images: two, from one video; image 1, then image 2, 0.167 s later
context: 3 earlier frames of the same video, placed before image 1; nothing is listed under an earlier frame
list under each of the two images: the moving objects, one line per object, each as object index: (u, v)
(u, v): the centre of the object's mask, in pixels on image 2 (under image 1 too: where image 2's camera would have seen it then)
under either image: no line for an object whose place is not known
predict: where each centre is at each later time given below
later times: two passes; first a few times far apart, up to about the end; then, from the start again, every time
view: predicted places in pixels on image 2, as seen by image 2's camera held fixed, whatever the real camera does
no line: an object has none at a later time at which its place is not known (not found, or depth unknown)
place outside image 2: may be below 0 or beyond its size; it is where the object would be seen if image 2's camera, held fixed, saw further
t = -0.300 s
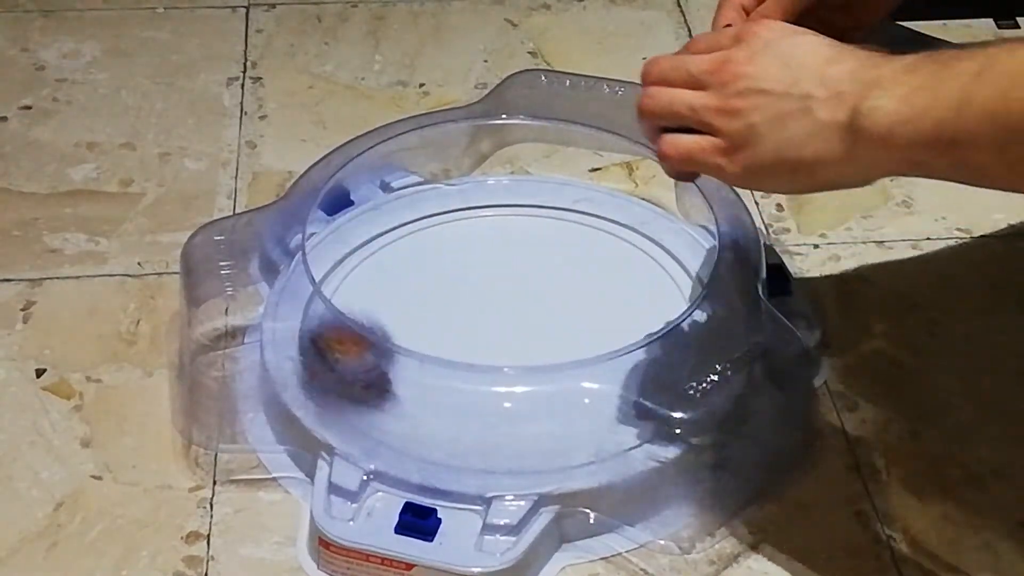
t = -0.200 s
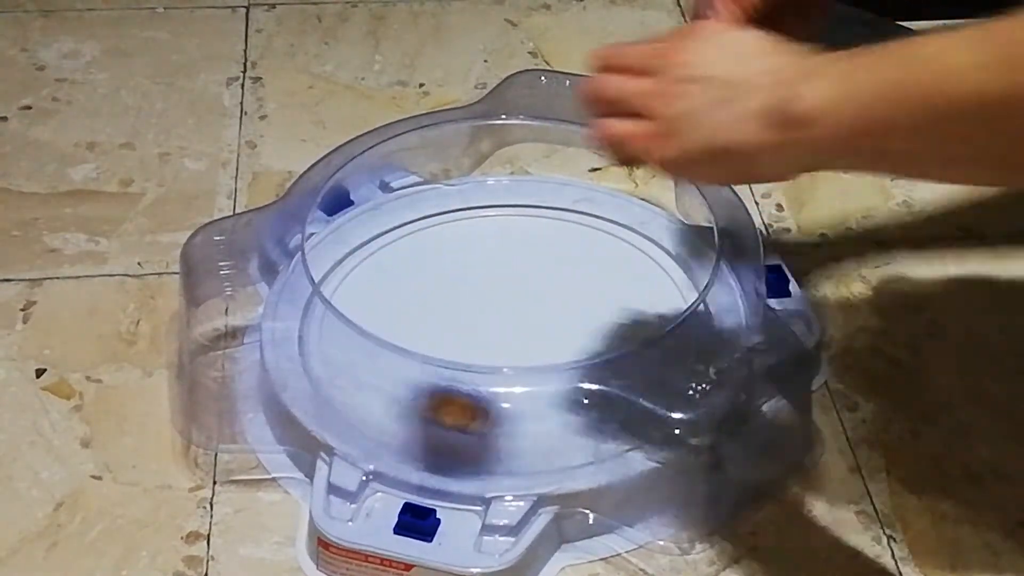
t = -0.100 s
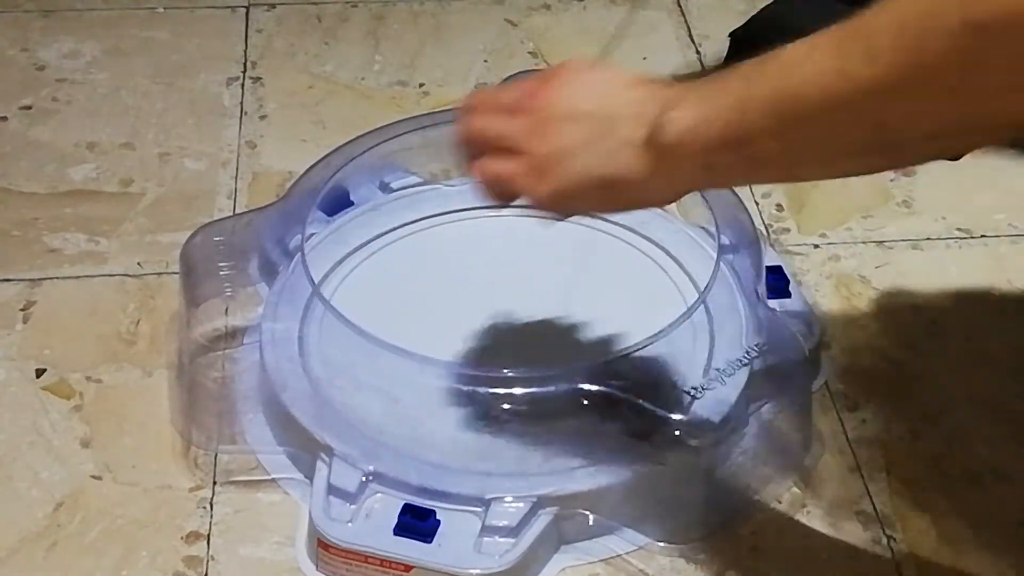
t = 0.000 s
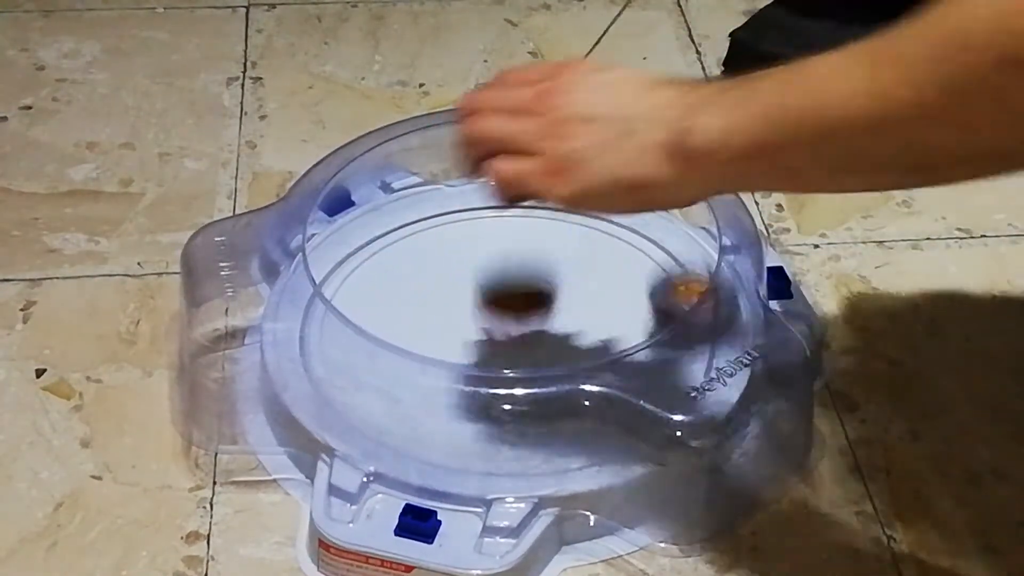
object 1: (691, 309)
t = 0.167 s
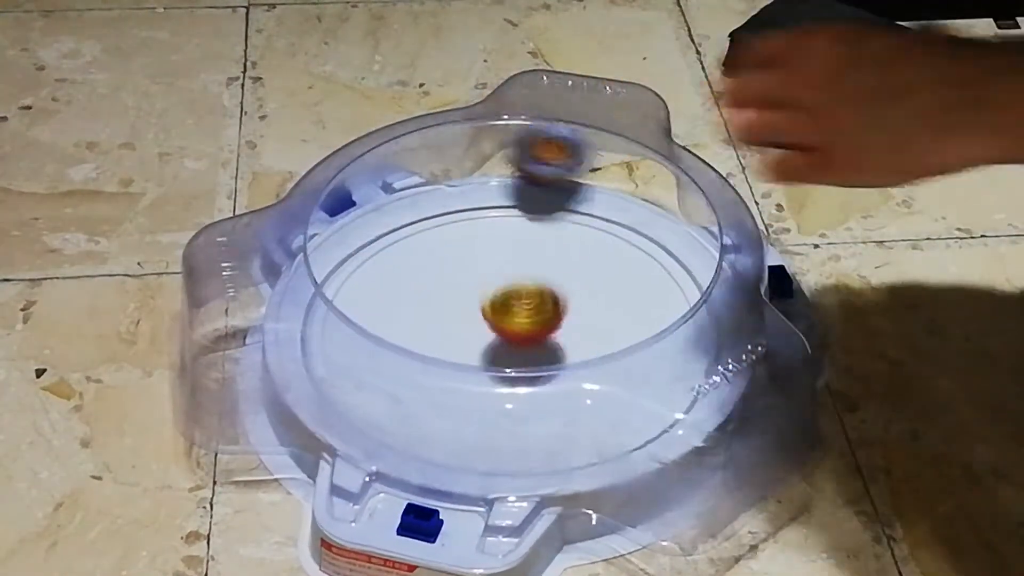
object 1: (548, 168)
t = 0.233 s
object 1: (507, 167)
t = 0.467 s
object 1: (433, 255)
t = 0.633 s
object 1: (442, 365)
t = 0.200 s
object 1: (516, 163)
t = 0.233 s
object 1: (507, 167)
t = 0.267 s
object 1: (503, 177)
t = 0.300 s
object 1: (497, 188)
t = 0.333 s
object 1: (488, 197)
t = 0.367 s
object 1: (476, 209)
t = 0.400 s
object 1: (463, 224)
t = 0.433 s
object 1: (448, 238)
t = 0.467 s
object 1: (433, 255)
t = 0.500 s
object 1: (423, 275)
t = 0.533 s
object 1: (417, 297)
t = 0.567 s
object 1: (419, 321)
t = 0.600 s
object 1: (427, 344)
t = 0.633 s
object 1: (442, 365)
